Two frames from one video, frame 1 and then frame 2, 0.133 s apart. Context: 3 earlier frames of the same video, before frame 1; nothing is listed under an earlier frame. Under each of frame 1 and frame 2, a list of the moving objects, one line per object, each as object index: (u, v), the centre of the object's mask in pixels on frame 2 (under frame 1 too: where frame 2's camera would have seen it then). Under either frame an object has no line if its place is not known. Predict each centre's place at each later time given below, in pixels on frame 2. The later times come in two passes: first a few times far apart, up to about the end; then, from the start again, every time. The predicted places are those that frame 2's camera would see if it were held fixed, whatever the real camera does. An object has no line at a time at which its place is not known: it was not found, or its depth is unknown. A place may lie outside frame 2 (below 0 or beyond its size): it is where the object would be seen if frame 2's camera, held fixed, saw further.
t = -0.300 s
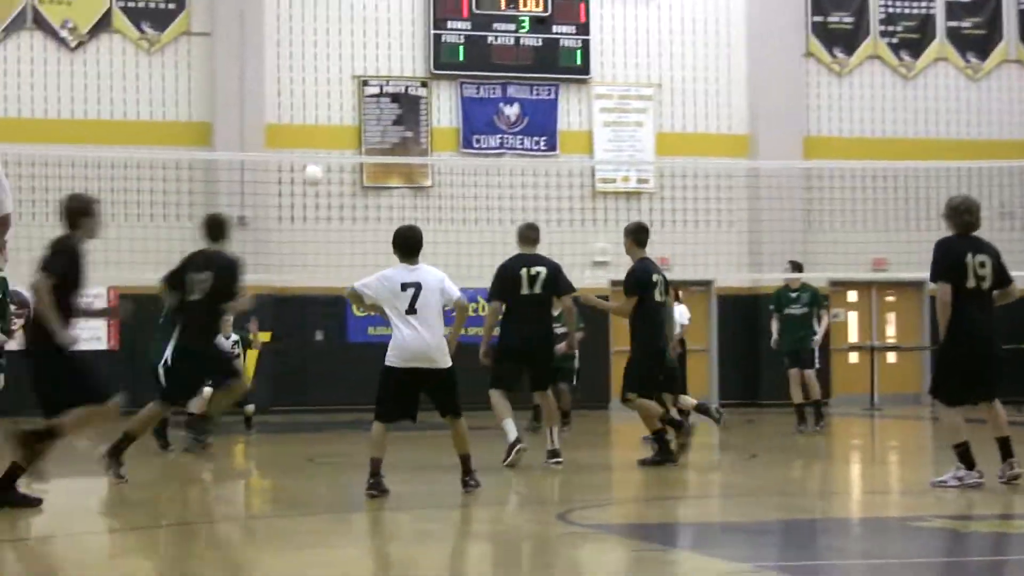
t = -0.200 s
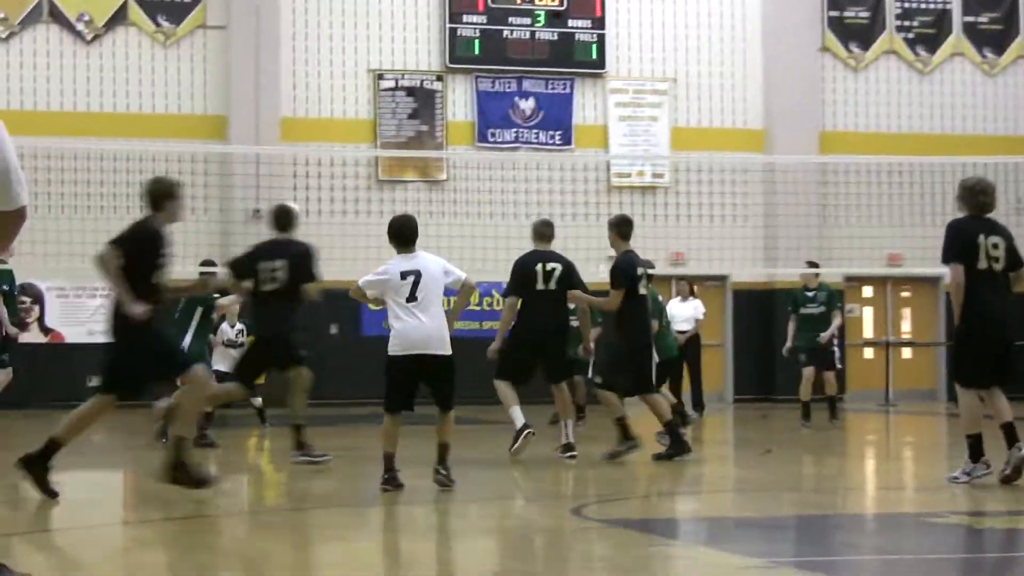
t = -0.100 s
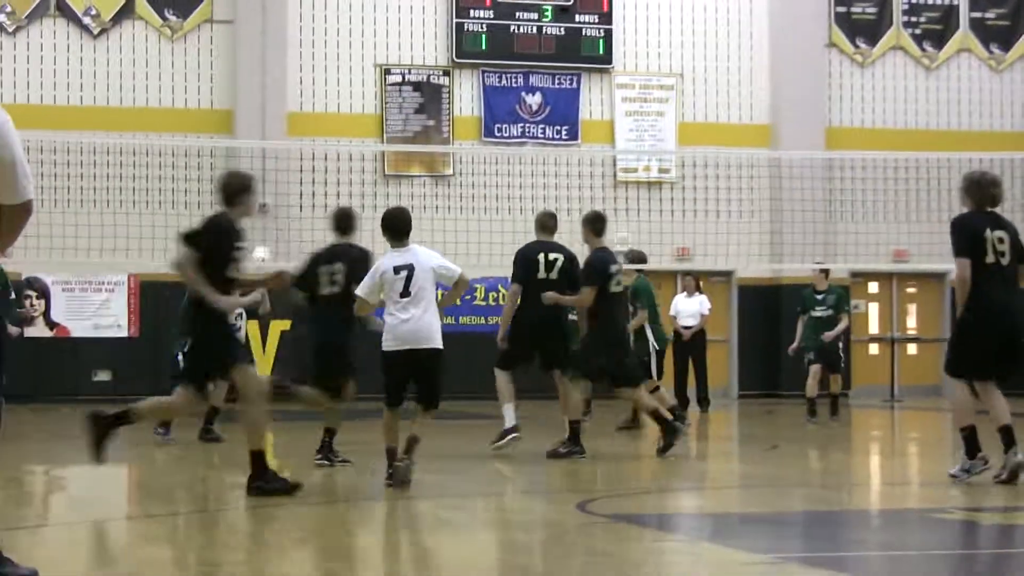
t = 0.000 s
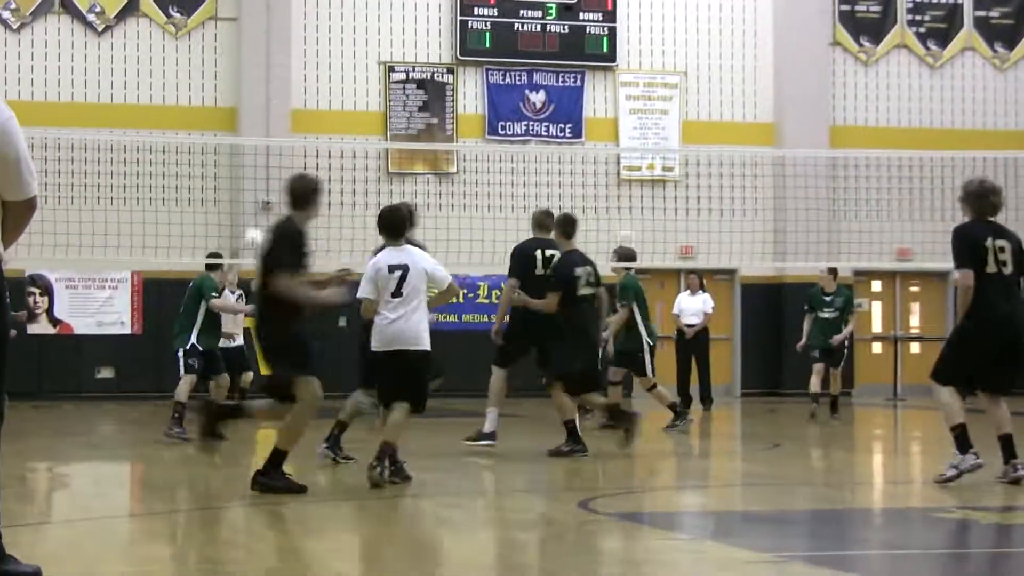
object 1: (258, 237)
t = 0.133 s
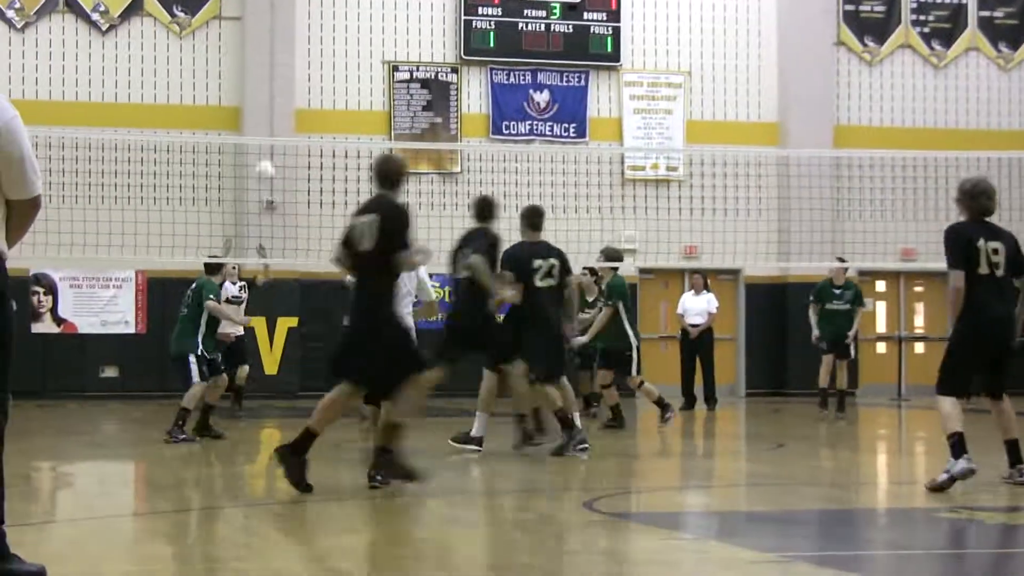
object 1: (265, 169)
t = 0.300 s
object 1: (275, 108)
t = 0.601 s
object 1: (291, 57)
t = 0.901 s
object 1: (309, 93)
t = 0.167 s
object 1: (267, 154)
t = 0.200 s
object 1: (269, 141)
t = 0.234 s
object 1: (270, 128)
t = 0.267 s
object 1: (272, 118)
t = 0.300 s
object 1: (275, 108)
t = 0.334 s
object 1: (276, 98)
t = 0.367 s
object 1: (278, 89)
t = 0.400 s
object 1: (281, 81)
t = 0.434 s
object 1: (282, 75)
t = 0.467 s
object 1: (284, 69)
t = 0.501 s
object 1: (286, 65)
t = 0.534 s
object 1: (287, 61)
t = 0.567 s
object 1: (289, 58)
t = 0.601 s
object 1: (291, 57)
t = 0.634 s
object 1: (293, 56)
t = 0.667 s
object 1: (295, 57)
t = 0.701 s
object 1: (296, 58)
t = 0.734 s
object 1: (299, 61)
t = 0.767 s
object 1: (301, 65)
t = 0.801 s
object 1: (303, 70)
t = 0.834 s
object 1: (305, 76)
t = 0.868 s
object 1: (307, 84)
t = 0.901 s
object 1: (309, 93)
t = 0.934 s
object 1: (312, 102)
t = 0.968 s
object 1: (314, 114)
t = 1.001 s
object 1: (316, 126)
